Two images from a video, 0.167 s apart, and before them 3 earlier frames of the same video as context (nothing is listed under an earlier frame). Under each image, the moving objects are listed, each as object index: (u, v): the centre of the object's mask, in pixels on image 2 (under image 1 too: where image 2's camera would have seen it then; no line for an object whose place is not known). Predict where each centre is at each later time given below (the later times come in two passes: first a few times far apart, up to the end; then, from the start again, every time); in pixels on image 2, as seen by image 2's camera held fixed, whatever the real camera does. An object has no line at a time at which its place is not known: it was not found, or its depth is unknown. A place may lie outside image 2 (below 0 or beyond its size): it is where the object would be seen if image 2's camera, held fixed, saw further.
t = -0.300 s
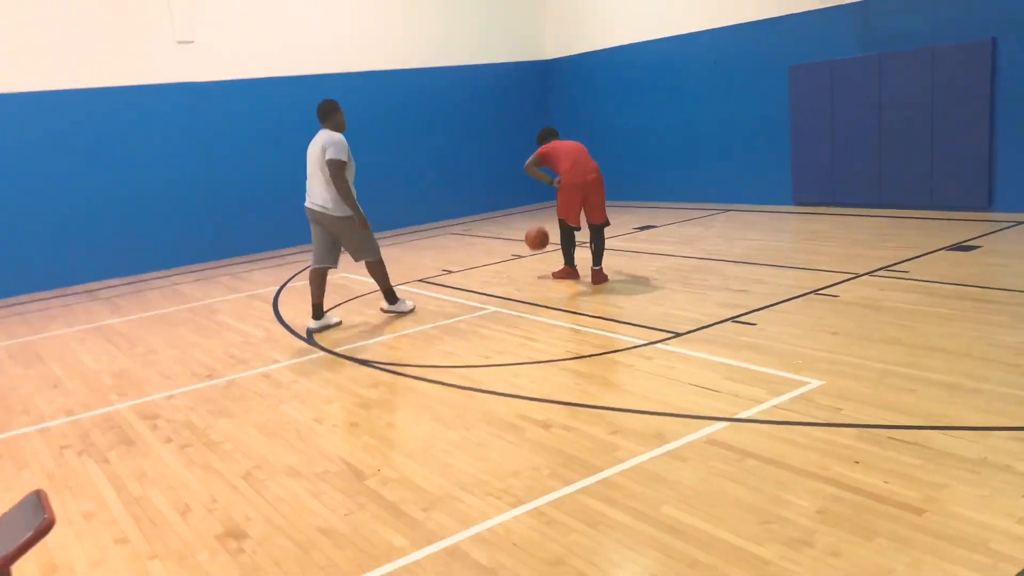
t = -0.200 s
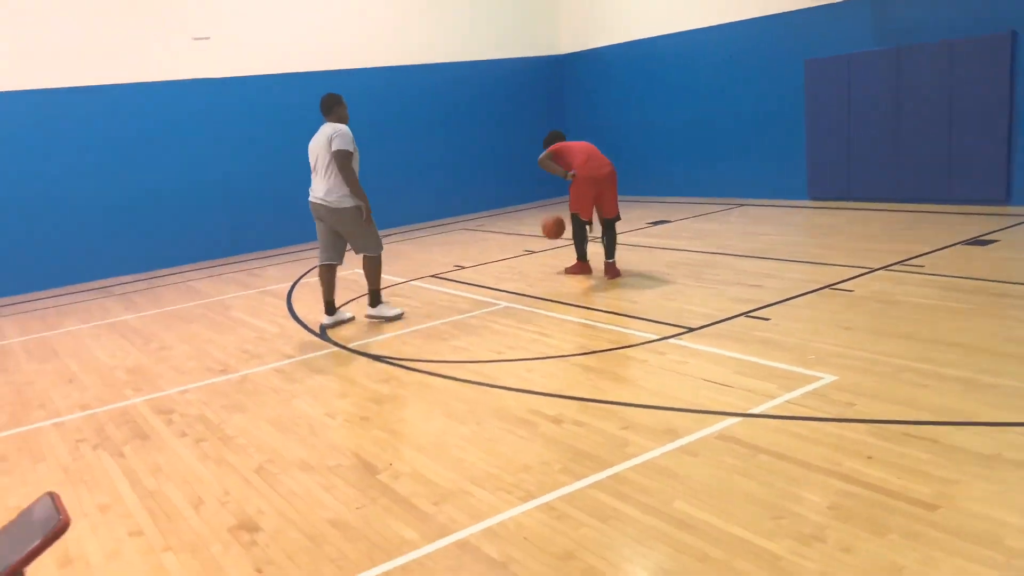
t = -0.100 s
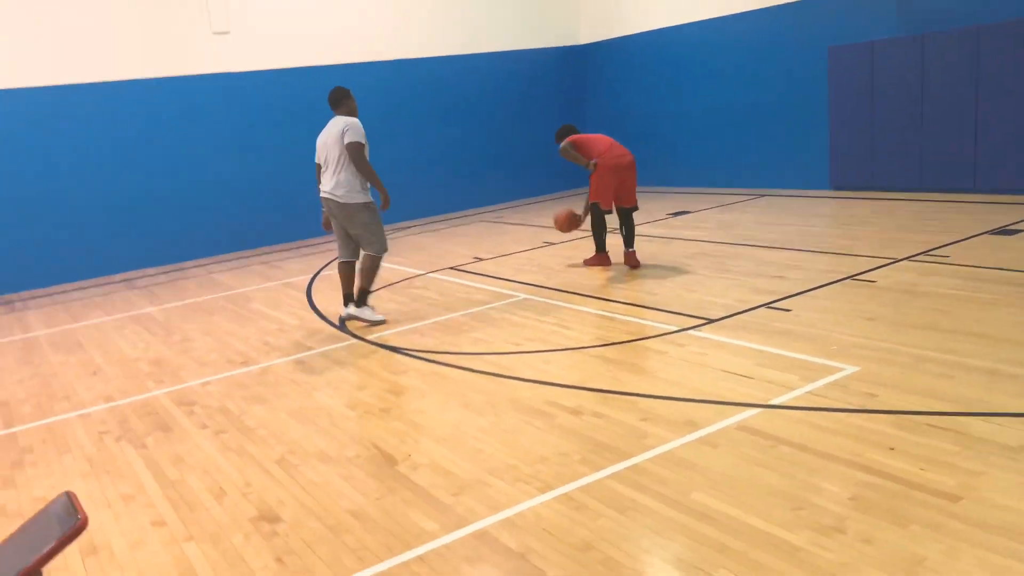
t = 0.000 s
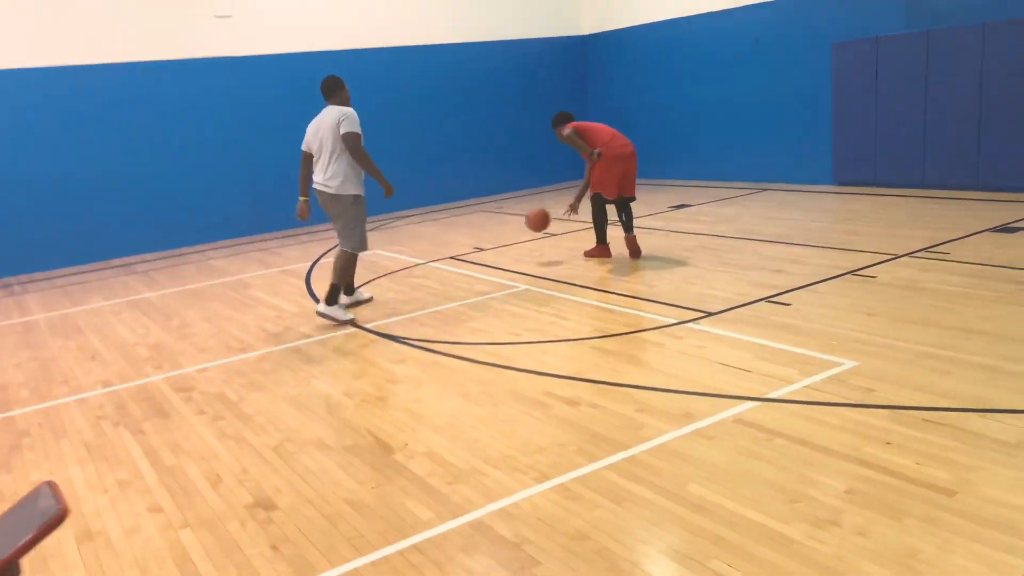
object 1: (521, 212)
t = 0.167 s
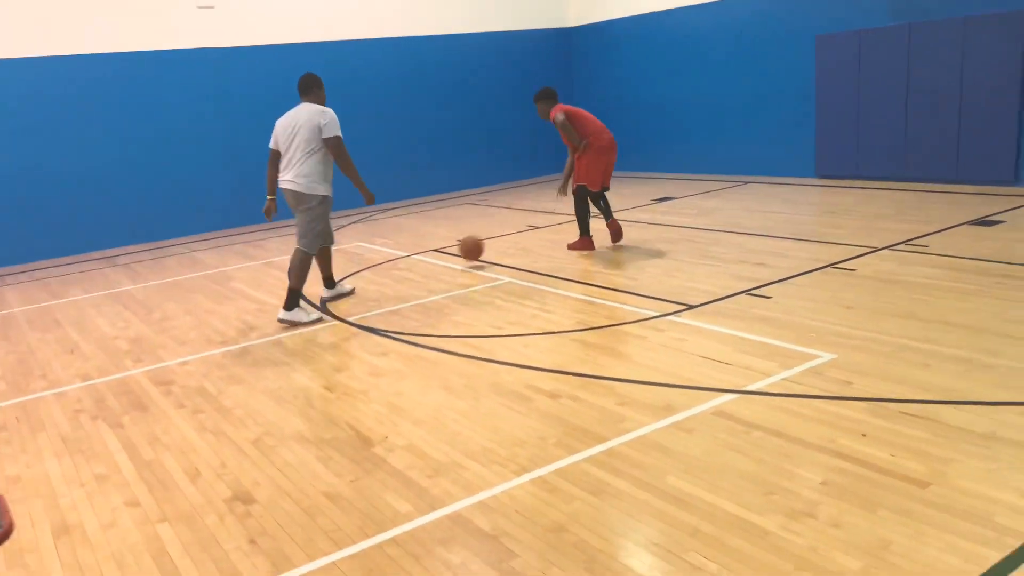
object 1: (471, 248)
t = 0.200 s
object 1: (461, 258)
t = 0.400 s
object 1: (412, 245)
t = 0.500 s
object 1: (389, 253)
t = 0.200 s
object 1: (461, 258)
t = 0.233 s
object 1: (453, 253)
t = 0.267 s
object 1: (445, 249)
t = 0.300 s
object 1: (436, 246)
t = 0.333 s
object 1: (428, 244)
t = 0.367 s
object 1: (421, 244)
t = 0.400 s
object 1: (412, 245)
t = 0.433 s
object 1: (404, 246)
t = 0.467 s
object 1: (396, 249)
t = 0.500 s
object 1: (389, 253)
